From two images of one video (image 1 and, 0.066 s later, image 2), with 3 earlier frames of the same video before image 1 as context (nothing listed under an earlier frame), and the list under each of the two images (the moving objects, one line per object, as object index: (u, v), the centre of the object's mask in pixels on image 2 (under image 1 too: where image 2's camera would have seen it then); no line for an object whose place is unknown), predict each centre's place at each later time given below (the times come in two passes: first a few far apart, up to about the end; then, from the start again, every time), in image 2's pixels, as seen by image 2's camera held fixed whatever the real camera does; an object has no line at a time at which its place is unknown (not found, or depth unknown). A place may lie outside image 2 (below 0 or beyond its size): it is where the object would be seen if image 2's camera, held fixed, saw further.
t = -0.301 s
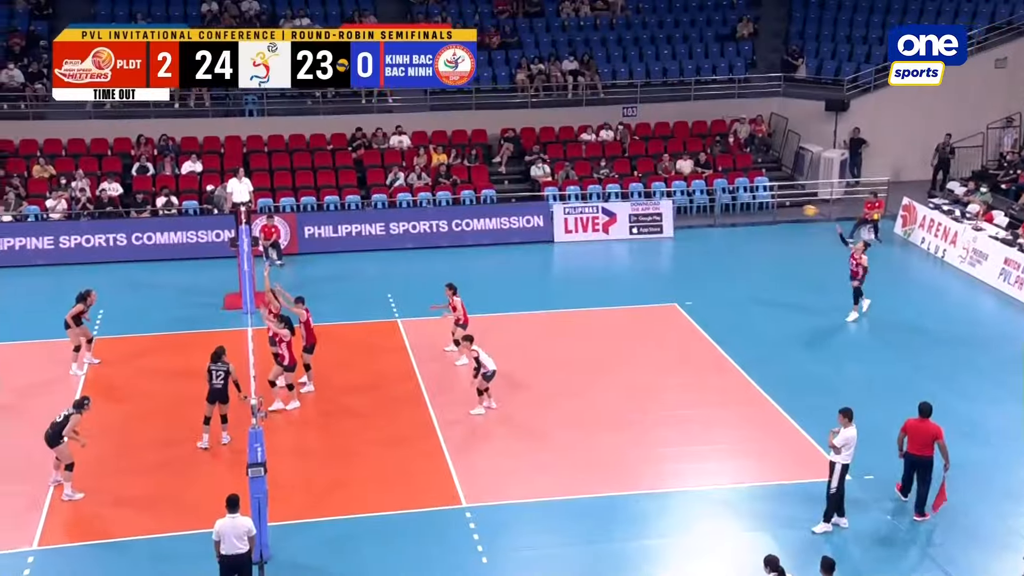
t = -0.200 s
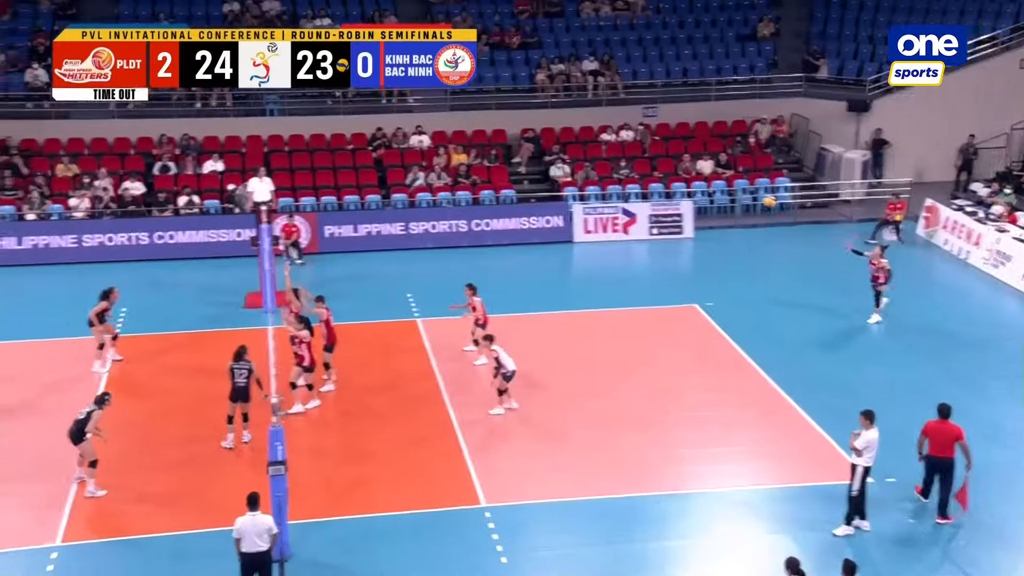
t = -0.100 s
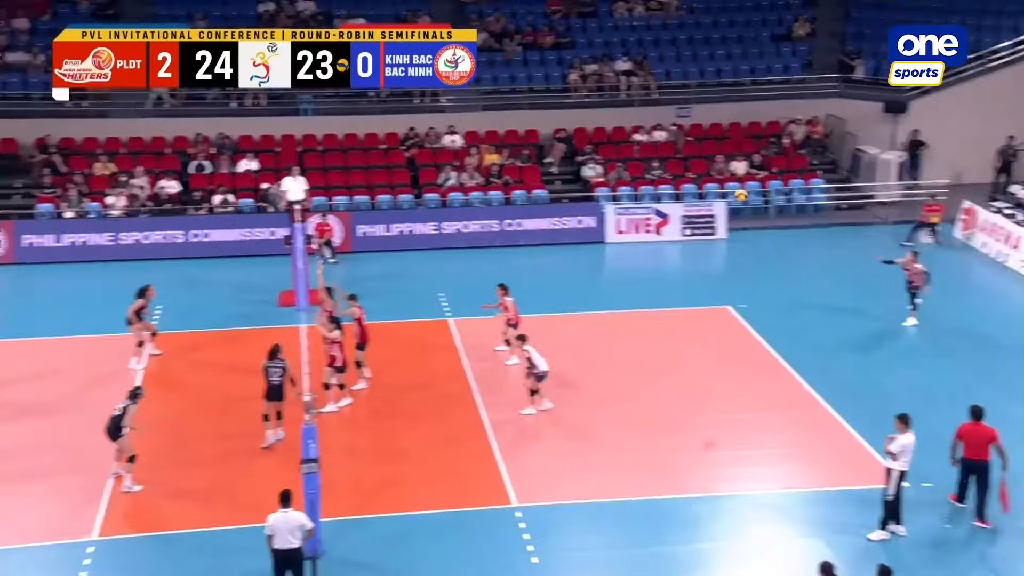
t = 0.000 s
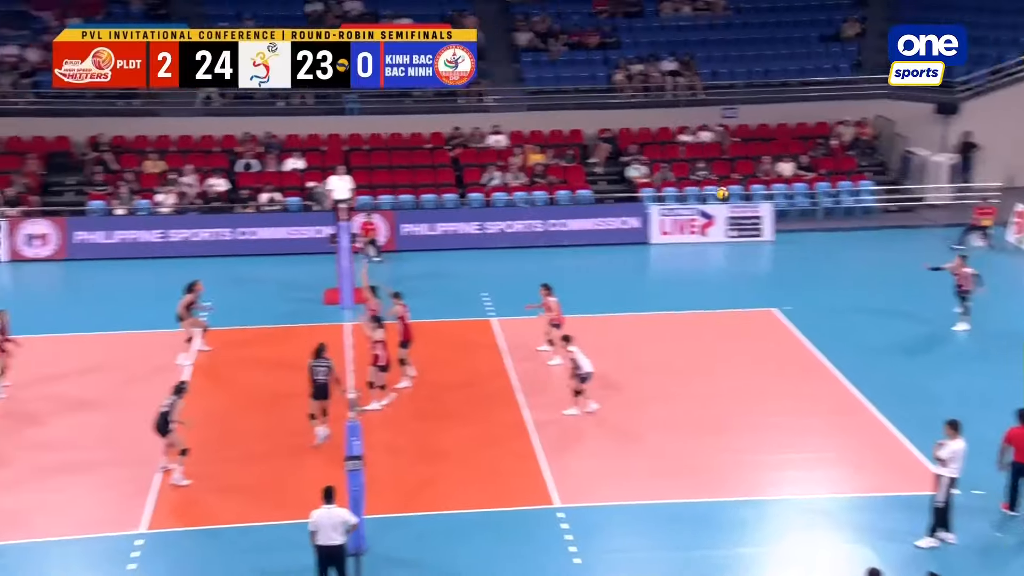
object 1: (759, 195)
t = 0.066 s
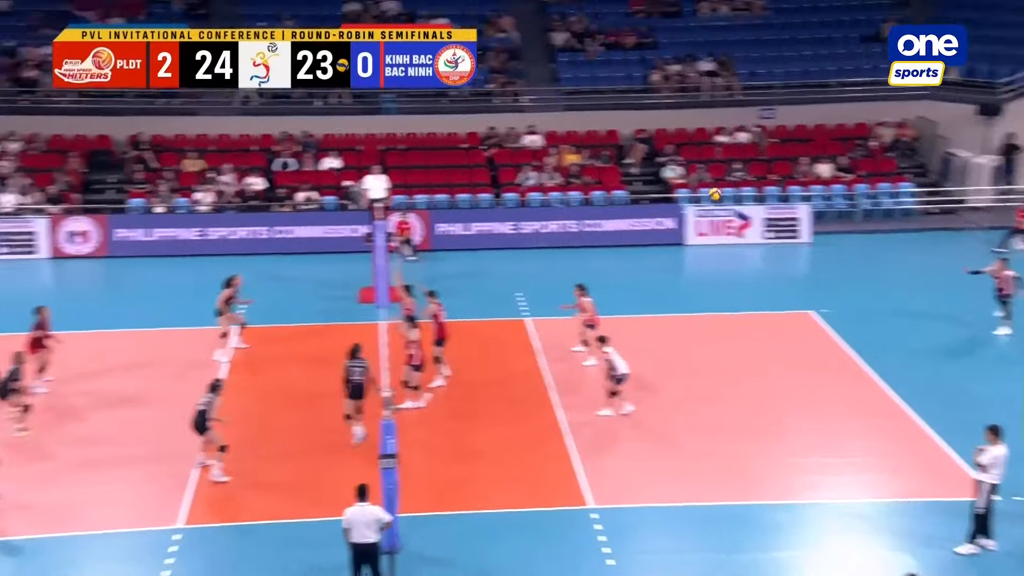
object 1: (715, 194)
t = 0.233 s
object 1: (607, 201)
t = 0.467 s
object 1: (450, 237)
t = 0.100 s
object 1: (693, 195)
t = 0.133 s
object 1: (671, 196)
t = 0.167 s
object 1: (650, 197)
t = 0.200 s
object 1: (629, 199)
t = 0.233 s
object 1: (607, 201)
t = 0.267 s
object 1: (585, 204)
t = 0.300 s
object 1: (563, 209)
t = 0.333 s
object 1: (541, 213)
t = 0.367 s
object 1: (519, 218)
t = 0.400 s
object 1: (496, 223)
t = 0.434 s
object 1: (473, 230)
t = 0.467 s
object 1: (450, 237)
